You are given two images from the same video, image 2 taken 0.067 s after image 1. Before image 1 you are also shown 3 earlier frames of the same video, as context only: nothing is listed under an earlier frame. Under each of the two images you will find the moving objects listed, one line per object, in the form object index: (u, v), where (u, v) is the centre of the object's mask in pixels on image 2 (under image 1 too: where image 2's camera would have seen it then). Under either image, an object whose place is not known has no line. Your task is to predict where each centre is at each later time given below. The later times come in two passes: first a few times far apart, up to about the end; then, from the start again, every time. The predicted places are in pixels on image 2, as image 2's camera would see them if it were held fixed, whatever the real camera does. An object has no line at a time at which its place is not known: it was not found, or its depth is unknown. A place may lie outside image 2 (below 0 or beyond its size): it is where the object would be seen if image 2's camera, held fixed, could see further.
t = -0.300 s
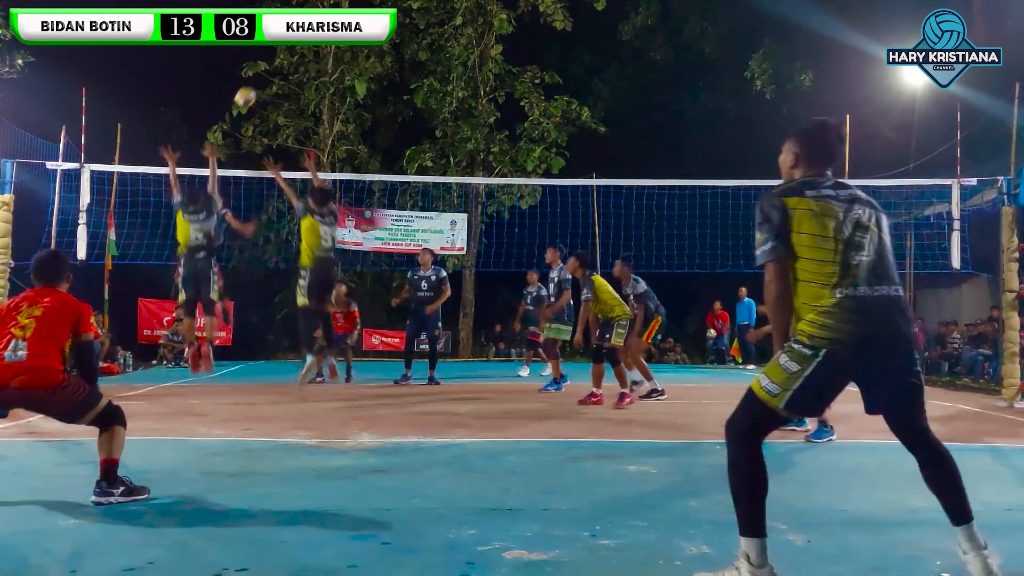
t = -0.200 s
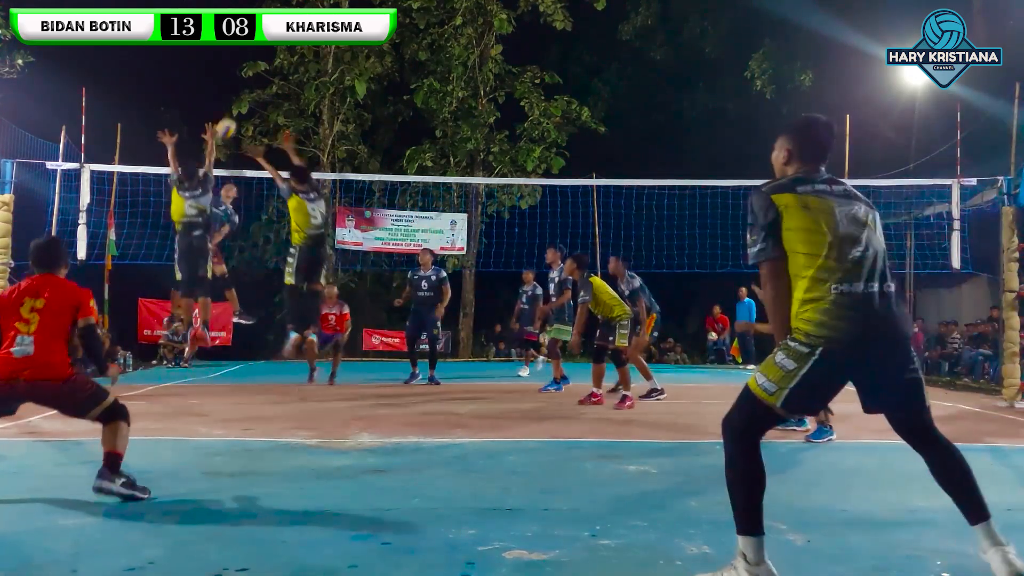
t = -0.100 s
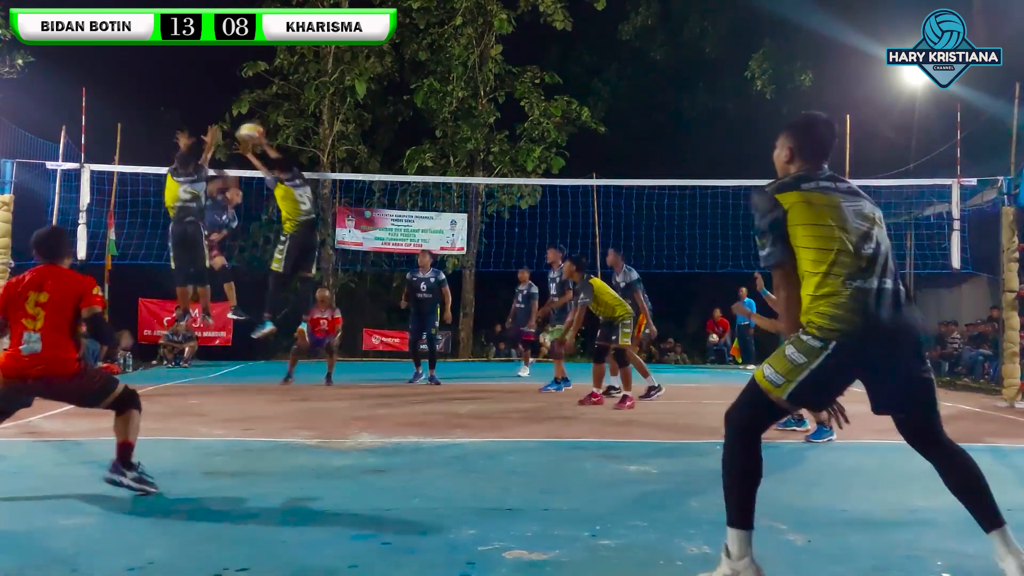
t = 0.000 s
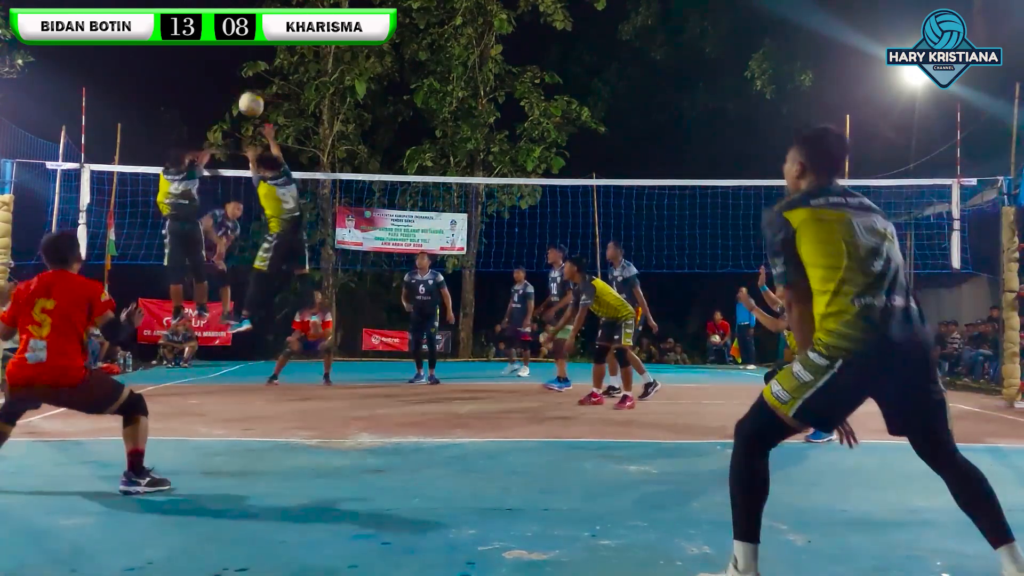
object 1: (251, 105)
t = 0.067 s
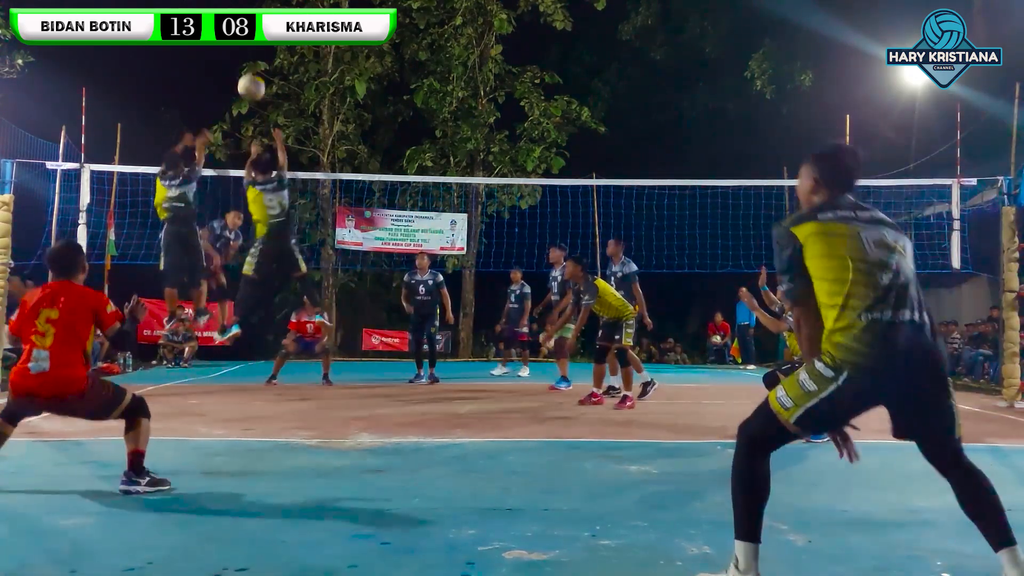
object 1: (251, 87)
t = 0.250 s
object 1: (260, 67)
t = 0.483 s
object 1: (307, 179)
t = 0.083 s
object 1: (252, 82)
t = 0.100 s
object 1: (252, 80)
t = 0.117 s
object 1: (252, 78)
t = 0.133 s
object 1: (253, 74)
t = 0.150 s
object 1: (253, 72)
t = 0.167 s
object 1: (254, 70)
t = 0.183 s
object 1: (255, 69)
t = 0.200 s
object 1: (256, 68)
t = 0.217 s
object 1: (257, 67)
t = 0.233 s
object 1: (258, 67)
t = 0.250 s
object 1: (260, 67)
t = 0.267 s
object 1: (261, 68)
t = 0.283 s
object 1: (262, 69)
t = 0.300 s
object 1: (264, 73)
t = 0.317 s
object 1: (266, 75)
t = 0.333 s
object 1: (269, 80)
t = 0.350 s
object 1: (271, 85)
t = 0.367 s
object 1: (274, 90)
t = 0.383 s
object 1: (278, 97)
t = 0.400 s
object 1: (281, 107)
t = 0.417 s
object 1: (285, 117)
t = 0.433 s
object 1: (290, 130)
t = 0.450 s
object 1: (295, 142)
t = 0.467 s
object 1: (300, 155)
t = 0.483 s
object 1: (307, 179)
